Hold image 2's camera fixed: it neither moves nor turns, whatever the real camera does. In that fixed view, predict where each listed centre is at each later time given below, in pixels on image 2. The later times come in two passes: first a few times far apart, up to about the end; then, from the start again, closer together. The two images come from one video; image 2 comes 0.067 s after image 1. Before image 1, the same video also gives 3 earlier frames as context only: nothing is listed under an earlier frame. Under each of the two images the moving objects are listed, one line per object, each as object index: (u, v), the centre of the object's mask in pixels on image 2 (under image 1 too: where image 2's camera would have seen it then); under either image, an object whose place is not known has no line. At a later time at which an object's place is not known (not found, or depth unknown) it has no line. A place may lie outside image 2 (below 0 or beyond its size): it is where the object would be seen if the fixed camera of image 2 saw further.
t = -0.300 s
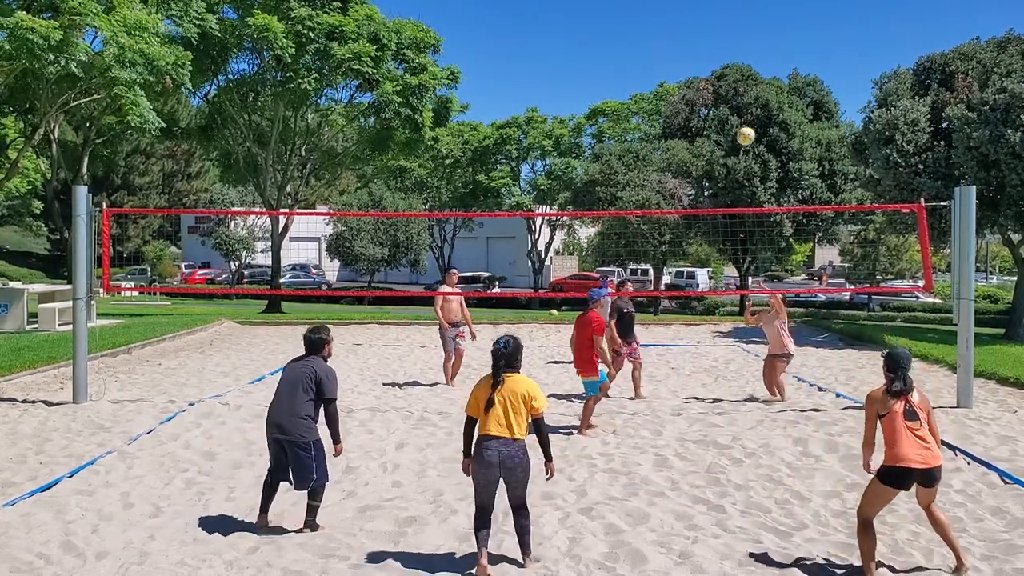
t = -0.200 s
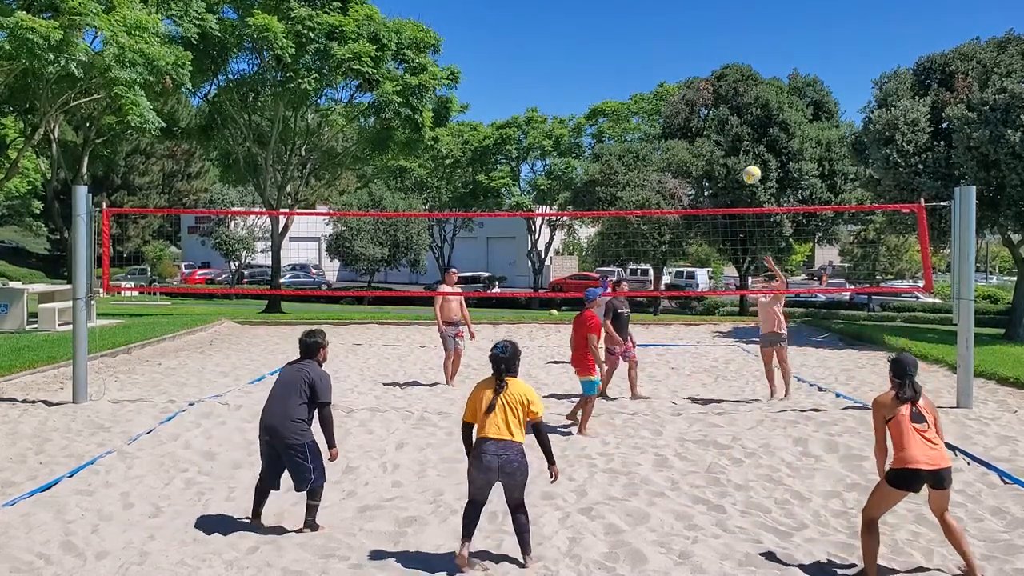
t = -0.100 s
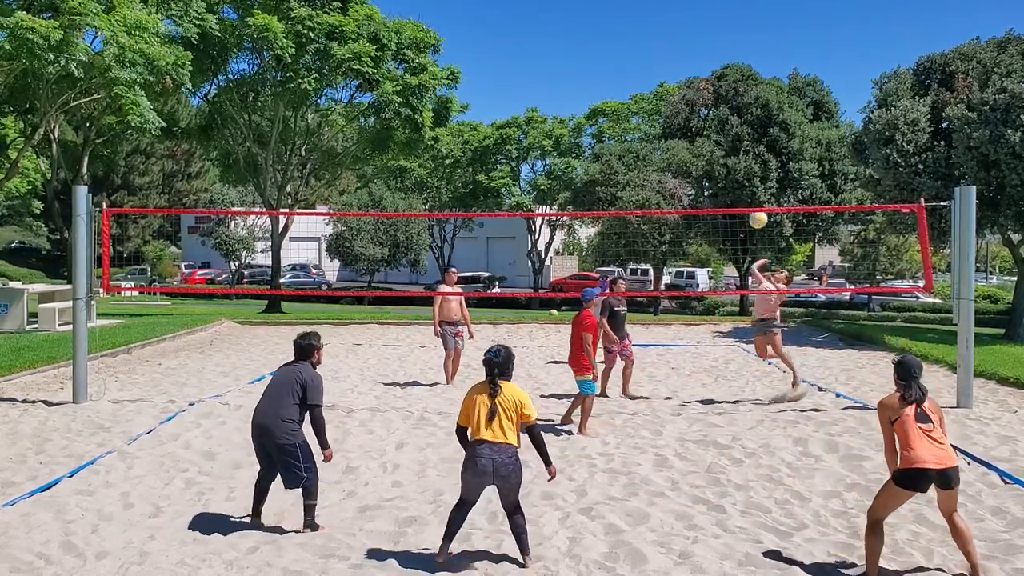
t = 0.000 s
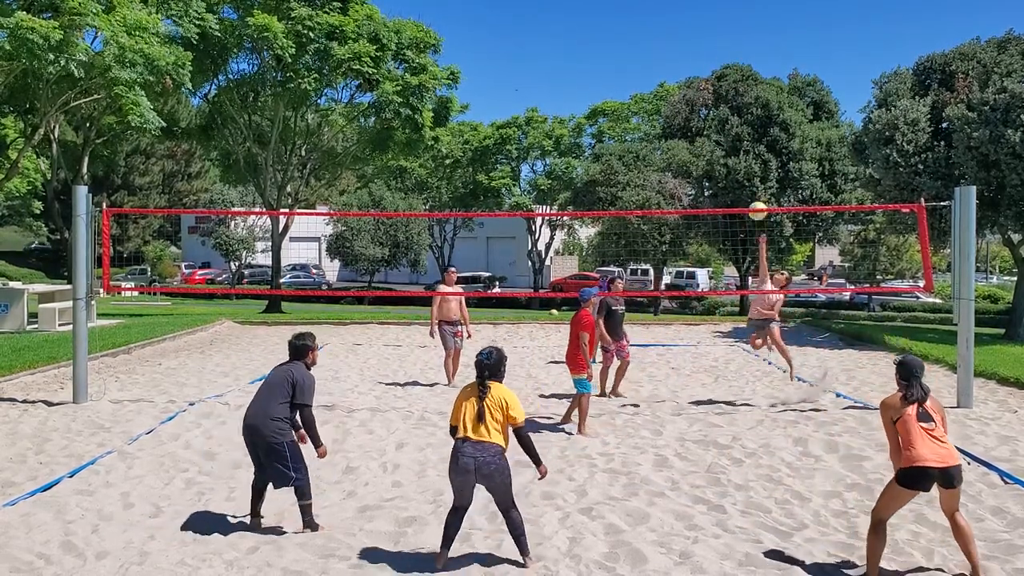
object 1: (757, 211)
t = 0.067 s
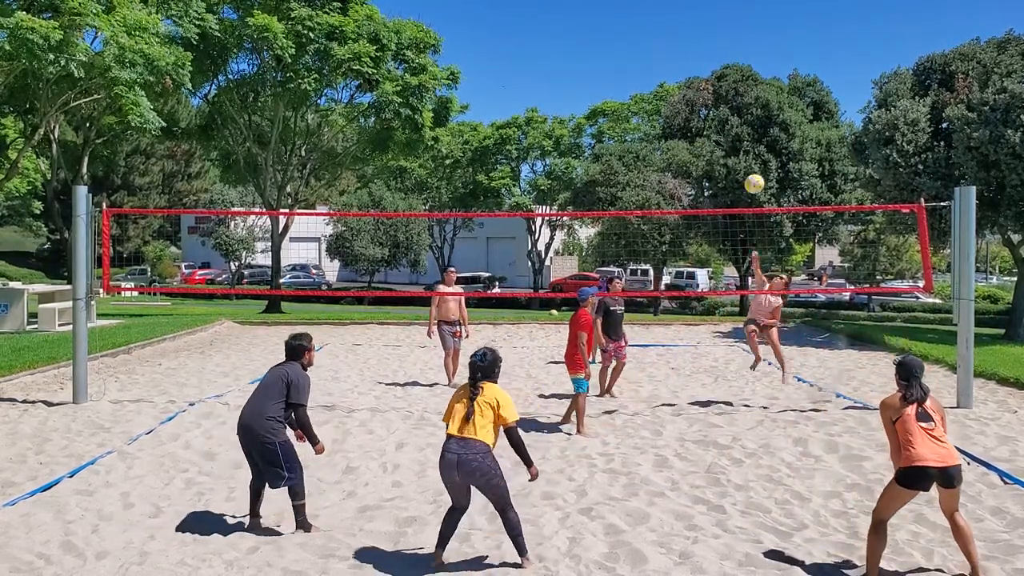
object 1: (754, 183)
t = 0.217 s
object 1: (747, 130)
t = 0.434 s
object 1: (737, 72)
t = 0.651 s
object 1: (724, 57)
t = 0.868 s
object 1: (705, 118)
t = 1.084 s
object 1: (682, 329)
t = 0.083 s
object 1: (753, 177)
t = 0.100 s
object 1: (752, 171)
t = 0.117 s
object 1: (752, 164)
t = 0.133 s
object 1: (751, 158)
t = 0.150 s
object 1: (750, 152)
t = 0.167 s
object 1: (750, 146)
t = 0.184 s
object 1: (749, 140)
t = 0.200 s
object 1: (748, 135)
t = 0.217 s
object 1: (747, 130)
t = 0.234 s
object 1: (746, 124)
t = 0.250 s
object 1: (745, 119)
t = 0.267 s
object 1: (745, 114)
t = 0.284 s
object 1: (744, 109)
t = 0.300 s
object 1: (744, 104)
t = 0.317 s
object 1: (743, 99)
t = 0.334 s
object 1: (742, 95)
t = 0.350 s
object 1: (741, 90)
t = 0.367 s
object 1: (741, 87)
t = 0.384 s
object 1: (740, 82)
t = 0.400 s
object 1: (739, 79)
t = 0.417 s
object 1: (738, 75)
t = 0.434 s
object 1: (737, 72)
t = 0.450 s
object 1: (737, 70)
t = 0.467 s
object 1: (736, 66)
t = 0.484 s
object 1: (735, 64)
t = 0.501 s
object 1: (734, 62)
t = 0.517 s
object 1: (732, 60)
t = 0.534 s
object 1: (732, 59)
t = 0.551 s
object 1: (731, 57)
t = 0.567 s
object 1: (730, 57)
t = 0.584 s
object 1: (728, 56)
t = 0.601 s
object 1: (727, 56)
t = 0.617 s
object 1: (726, 56)
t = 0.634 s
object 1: (725, 56)
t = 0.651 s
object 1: (724, 57)
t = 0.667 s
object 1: (722, 59)
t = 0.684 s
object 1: (721, 60)
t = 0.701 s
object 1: (720, 62)
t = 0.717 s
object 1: (718, 66)
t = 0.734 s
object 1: (717, 69)
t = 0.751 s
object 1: (715, 73)
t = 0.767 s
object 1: (714, 78)
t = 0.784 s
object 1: (713, 83)
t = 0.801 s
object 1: (711, 88)
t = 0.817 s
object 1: (709, 95)
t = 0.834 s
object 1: (708, 101)
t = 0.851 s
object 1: (706, 109)
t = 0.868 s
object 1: (705, 118)
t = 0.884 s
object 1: (703, 127)
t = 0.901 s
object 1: (701, 138)
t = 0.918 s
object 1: (699, 149)
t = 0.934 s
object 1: (698, 162)
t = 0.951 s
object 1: (696, 175)
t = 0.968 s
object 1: (694, 190)
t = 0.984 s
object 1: (693, 205)
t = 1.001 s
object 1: (691, 222)
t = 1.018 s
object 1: (689, 240)
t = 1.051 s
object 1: (686, 282)
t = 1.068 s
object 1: (684, 304)
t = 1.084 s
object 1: (682, 329)
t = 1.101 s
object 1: (680, 357)
